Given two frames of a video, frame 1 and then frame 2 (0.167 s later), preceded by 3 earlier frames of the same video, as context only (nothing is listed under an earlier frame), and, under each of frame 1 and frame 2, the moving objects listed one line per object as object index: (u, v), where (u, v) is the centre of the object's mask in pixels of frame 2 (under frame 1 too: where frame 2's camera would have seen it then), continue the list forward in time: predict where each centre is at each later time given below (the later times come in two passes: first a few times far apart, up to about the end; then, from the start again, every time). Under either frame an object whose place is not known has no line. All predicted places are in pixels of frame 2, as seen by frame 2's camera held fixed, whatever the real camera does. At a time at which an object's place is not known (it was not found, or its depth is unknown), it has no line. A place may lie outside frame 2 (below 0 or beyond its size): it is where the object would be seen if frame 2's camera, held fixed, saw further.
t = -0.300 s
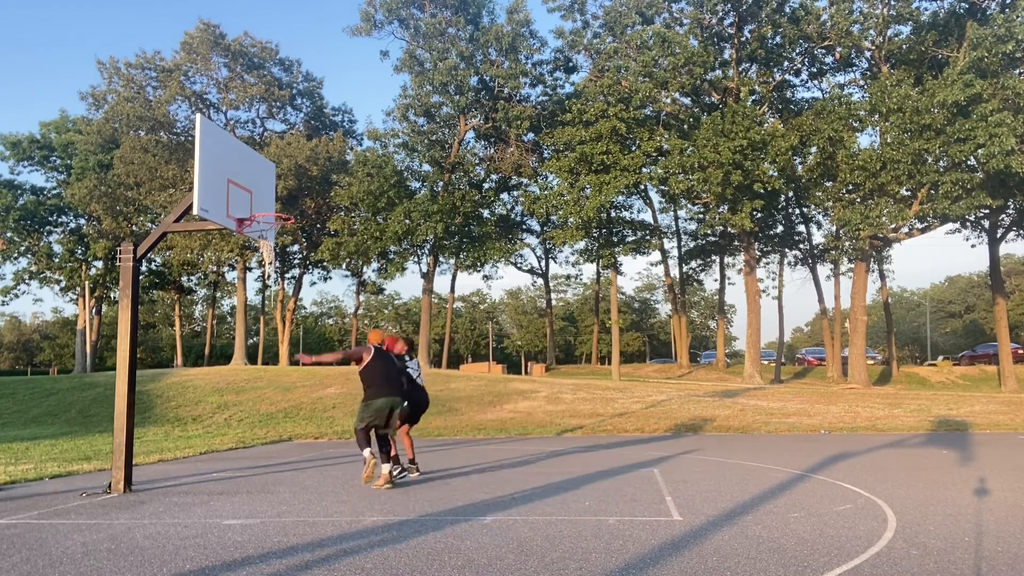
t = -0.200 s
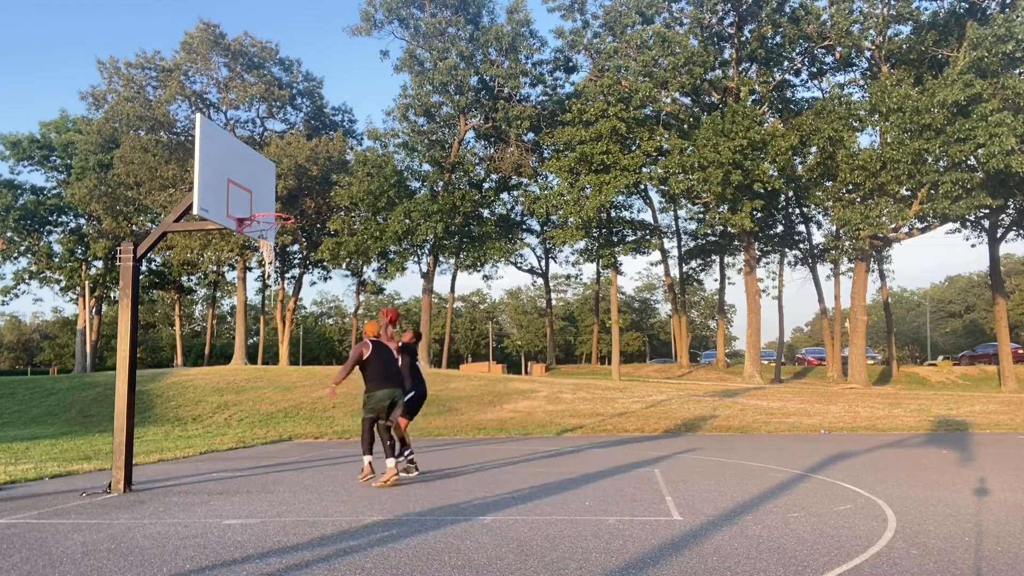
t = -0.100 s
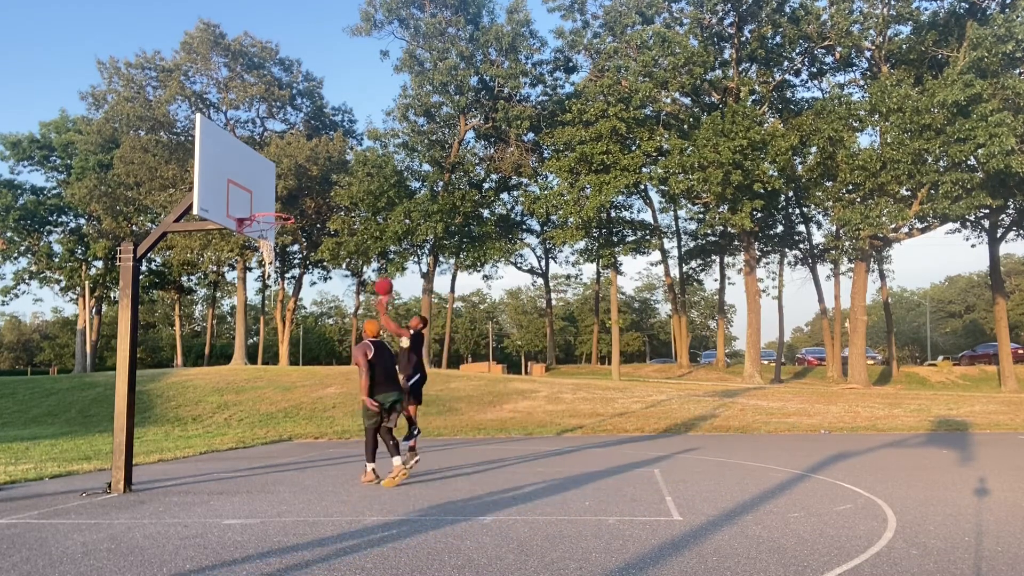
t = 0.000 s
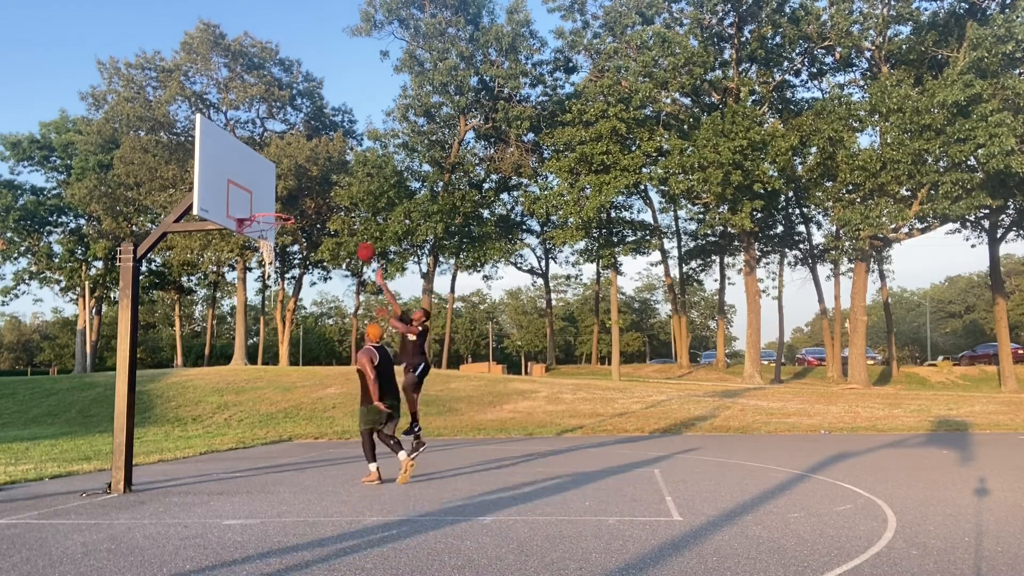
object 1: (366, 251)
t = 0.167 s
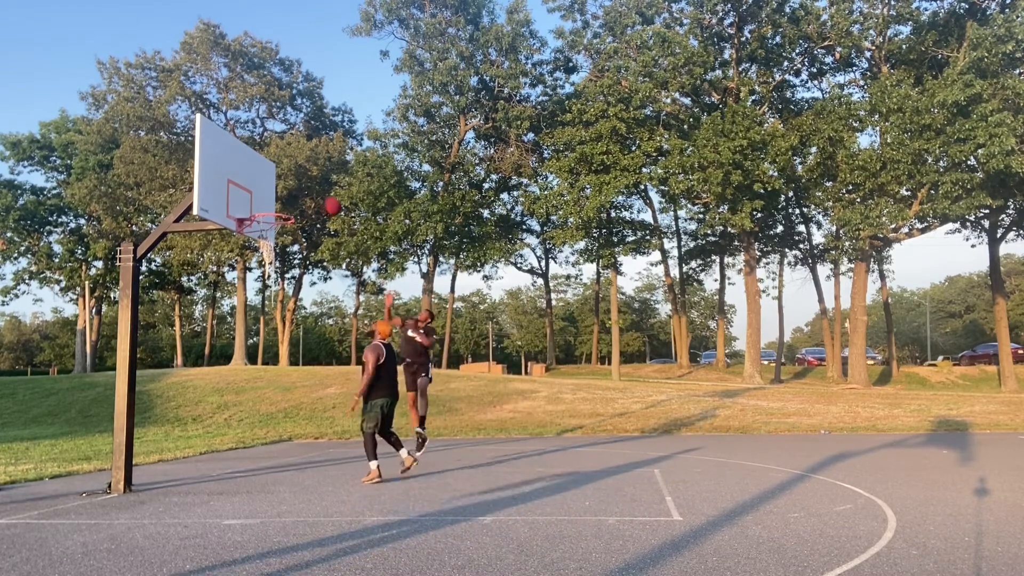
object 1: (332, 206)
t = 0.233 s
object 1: (317, 194)
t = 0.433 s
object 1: (272, 176)
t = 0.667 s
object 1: (267, 191)
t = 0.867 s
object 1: (281, 199)
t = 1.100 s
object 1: (293, 209)
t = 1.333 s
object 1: (302, 262)
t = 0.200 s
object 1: (324, 199)
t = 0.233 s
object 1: (317, 194)
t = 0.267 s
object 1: (309, 189)
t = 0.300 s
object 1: (303, 185)
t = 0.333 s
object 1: (296, 181)
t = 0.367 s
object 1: (289, 179)
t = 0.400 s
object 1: (280, 177)
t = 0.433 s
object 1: (272, 176)
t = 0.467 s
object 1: (264, 176)
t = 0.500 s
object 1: (256, 177)
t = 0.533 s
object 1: (256, 178)
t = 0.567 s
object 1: (259, 180)
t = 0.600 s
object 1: (262, 183)
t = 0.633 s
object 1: (265, 187)
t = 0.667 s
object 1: (267, 191)
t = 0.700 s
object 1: (270, 197)
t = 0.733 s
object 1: (272, 203)
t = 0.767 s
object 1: (275, 205)
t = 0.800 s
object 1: (277, 204)
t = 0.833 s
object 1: (279, 201)
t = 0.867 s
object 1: (281, 199)
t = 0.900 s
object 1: (282, 197)
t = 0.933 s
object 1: (287, 198)
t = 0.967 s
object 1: (287, 199)
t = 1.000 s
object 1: (288, 200)
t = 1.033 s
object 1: (290, 203)
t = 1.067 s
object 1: (291, 205)
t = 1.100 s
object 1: (293, 209)
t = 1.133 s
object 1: (297, 214)
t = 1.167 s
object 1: (299, 222)
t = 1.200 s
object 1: (298, 229)
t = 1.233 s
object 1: (299, 235)
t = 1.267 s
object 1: (301, 243)
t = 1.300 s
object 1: (301, 252)
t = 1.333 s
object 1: (302, 262)
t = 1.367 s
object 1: (305, 270)
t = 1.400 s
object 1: (306, 281)
